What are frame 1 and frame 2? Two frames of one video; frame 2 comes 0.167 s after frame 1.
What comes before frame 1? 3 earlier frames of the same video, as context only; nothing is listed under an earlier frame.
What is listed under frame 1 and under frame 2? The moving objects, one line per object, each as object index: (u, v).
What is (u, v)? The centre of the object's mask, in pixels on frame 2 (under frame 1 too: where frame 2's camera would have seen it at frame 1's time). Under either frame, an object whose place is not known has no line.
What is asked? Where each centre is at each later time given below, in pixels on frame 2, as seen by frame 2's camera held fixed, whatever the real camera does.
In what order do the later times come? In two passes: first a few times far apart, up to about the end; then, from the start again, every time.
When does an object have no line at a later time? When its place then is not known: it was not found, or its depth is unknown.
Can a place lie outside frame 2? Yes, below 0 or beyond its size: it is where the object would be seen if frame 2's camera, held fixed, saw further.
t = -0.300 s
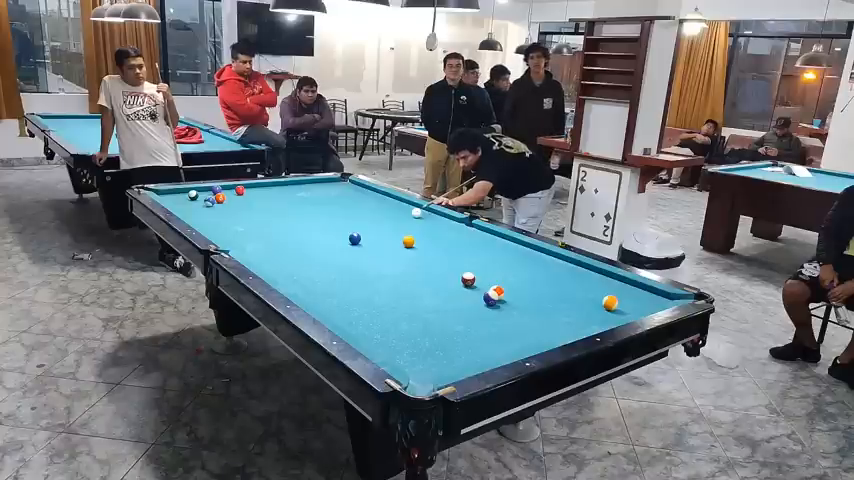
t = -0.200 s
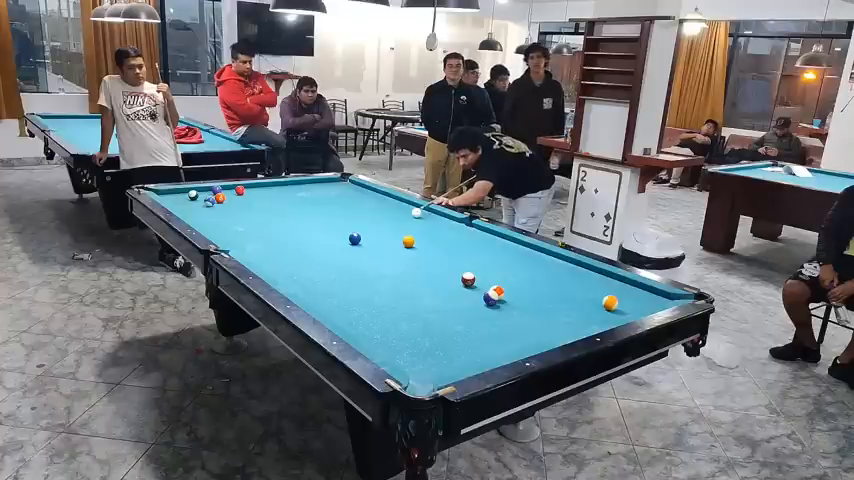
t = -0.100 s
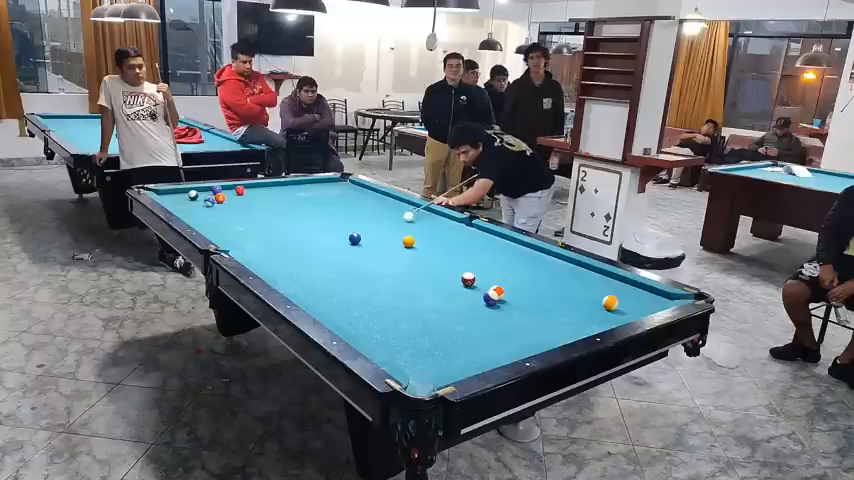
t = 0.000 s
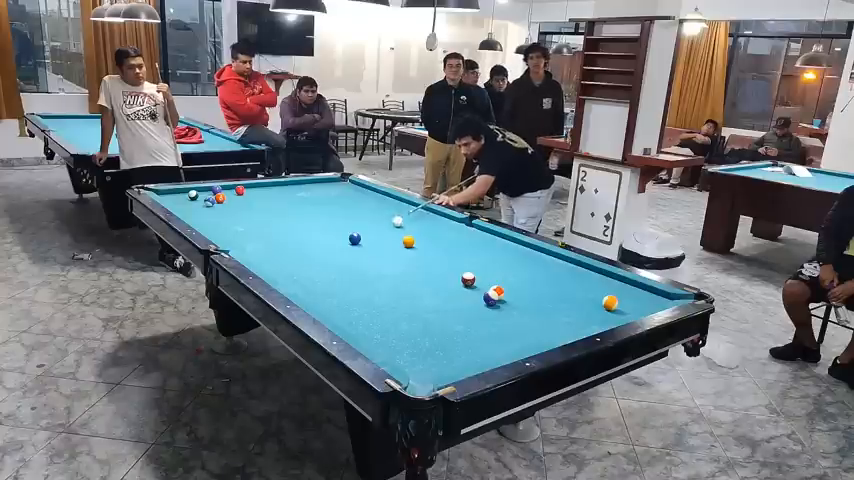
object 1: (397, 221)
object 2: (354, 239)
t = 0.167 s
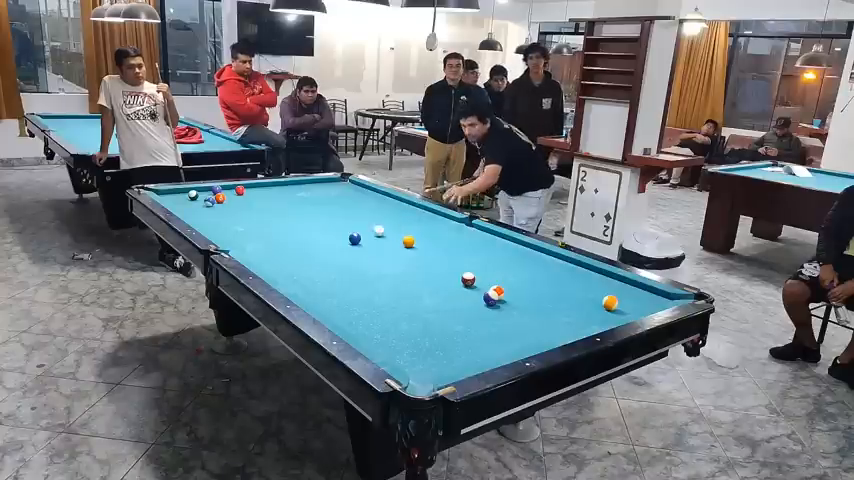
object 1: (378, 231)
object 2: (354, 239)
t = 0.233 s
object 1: (371, 235)
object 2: (354, 239)
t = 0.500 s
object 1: (371, 247)
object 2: (320, 243)
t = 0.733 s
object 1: (376, 258)
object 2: (288, 248)
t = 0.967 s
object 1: (381, 270)
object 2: (254, 253)
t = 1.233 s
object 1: (388, 284)
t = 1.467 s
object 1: (394, 298)
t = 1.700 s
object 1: (401, 313)
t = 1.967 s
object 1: (410, 332)
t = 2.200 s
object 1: (418, 350)
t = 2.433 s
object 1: (427, 370)
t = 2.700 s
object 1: (422, 373)
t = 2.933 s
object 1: (433, 364)
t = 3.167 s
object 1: (442, 356)
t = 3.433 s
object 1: (451, 348)
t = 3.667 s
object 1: (458, 342)
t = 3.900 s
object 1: (464, 337)
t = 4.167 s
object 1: (471, 332)
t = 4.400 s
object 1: (476, 328)
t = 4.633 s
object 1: (479, 326)
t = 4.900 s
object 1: (483, 323)
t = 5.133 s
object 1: (486, 321)
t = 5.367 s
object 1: (487, 320)
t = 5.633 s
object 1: (489, 319)
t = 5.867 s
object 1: (490, 319)
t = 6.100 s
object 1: (490, 319)
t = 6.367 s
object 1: (489, 319)
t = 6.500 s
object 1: (489, 319)
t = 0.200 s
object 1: (374, 233)
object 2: (354, 239)
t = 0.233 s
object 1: (371, 235)
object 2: (354, 239)
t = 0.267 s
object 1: (366, 237)
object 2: (354, 239)
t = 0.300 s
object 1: (367, 238)
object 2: (349, 239)
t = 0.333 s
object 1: (368, 240)
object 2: (344, 240)
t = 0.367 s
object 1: (369, 241)
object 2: (339, 241)
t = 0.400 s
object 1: (369, 242)
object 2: (334, 241)
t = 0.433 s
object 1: (370, 244)
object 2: (330, 242)
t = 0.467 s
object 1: (371, 245)
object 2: (325, 243)
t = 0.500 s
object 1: (371, 247)
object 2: (320, 243)
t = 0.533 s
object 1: (372, 248)
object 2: (316, 244)
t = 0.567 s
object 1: (373, 250)
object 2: (311, 245)
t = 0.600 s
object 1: (373, 251)
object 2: (307, 246)
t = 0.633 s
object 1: (374, 253)
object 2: (302, 246)
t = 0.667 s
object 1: (375, 254)
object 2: (297, 247)
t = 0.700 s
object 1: (376, 256)
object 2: (292, 248)
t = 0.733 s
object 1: (376, 258)
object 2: (288, 248)
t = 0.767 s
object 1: (377, 260)
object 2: (283, 249)
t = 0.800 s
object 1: (378, 261)
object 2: (278, 250)
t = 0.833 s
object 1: (378, 263)
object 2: (273, 250)
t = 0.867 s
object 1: (379, 265)
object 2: (268, 251)
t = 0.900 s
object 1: (380, 266)
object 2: (264, 252)
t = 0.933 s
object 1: (380, 268)
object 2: (259, 252)
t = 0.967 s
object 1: (381, 270)
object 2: (254, 253)
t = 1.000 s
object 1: (382, 272)
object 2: (249, 253)
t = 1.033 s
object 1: (383, 273)
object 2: (245, 252)
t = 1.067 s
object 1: (384, 275)
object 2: (240, 252)
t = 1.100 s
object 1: (384, 277)
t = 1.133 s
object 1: (385, 279)
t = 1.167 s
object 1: (386, 280)
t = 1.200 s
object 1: (387, 282)
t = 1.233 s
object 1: (388, 284)
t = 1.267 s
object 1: (389, 286)
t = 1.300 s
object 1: (390, 288)
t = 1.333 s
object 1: (391, 290)
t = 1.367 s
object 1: (392, 292)
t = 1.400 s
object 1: (392, 294)
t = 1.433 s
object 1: (393, 296)
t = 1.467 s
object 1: (394, 298)
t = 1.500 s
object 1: (395, 300)
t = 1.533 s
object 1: (396, 303)
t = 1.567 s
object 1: (397, 305)
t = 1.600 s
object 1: (398, 307)
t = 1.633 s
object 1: (399, 309)
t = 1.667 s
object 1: (400, 311)
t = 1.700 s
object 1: (401, 313)
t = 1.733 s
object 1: (402, 316)
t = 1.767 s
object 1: (403, 318)
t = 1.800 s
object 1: (404, 320)
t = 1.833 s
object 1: (405, 322)
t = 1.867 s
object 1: (406, 325)
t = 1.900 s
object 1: (407, 327)
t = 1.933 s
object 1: (408, 330)
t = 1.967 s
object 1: (410, 332)
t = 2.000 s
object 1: (411, 335)
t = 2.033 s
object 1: (412, 337)
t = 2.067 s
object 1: (413, 340)
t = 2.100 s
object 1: (415, 343)
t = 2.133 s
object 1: (416, 345)
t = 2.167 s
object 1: (417, 348)
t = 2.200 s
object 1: (418, 350)
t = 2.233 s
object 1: (419, 353)
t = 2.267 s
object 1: (420, 356)
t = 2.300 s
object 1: (421, 359)
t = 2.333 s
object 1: (423, 361)
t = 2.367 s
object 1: (424, 364)
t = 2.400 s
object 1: (426, 367)
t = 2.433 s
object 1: (427, 370)
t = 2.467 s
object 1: (428, 373)
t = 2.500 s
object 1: (428, 376)
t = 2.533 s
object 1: (426, 377)
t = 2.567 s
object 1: (423, 377)
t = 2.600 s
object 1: (419, 377)
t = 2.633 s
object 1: (419, 376)
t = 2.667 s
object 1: (420, 375)
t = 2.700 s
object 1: (422, 373)
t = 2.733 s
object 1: (423, 372)
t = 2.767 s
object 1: (425, 370)
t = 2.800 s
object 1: (427, 369)
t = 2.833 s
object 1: (428, 368)
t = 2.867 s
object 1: (429, 367)
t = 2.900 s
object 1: (431, 365)
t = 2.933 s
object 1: (433, 364)
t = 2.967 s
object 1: (434, 363)
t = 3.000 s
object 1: (436, 362)
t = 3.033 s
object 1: (437, 360)
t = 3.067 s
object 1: (438, 359)
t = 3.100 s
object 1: (439, 358)
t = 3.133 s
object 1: (441, 357)
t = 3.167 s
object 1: (442, 356)
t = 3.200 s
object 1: (443, 355)
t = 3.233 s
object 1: (444, 354)
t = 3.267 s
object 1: (445, 353)
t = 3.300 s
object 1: (447, 352)
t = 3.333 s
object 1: (448, 351)
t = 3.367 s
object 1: (449, 350)
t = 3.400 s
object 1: (450, 349)
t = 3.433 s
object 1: (451, 348)
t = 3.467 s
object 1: (452, 347)
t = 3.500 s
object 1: (453, 346)
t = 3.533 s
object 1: (454, 345)
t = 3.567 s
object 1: (455, 344)
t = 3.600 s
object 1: (456, 343)
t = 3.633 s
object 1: (457, 343)
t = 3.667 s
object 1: (458, 342)
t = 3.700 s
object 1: (459, 341)
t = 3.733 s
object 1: (459, 340)
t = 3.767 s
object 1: (461, 340)
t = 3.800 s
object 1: (461, 339)
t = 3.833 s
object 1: (462, 338)
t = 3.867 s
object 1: (463, 338)
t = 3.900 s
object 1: (464, 337)
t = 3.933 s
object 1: (465, 337)
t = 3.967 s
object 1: (466, 336)
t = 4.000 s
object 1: (467, 335)
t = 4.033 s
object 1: (467, 334)
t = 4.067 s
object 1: (468, 334)
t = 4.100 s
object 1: (469, 333)
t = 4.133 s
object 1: (470, 333)
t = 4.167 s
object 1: (471, 332)
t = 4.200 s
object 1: (471, 332)
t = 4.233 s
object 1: (472, 331)
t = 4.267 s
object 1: (473, 331)
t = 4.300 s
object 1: (474, 330)
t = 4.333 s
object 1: (474, 329)
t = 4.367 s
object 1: (475, 329)
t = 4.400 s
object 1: (476, 328)
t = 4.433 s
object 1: (476, 328)
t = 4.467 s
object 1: (477, 328)
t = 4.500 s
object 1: (478, 327)
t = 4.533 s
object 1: (478, 327)
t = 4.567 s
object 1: (478, 327)
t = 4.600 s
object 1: (479, 326)
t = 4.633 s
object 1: (479, 326)
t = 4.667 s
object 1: (480, 325)
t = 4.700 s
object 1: (480, 325)
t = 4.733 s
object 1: (481, 325)
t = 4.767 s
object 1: (482, 324)
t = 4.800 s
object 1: (482, 324)
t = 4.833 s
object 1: (482, 323)
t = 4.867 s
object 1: (483, 323)
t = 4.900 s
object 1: (483, 323)
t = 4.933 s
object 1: (483, 323)
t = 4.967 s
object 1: (484, 322)
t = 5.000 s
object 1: (484, 322)
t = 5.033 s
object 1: (485, 322)
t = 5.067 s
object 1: (485, 322)
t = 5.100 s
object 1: (485, 322)
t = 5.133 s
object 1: (486, 321)
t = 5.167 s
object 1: (486, 321)
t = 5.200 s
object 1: (486, 321)
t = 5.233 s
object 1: (486, 320)
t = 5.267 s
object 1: (487, 321)
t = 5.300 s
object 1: (487, 320)
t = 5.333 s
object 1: (487, 320)
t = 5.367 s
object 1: (487, 320)
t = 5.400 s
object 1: (488, 320)
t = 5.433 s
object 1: (488, 320)
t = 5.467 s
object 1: (488, 320)
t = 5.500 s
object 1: (489, 320)
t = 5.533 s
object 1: (489, 319)
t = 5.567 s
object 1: (489, 320)
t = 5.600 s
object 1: (489, 319)
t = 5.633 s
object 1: (489, 319)
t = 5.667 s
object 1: (490, 319)
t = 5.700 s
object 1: (490, 319)
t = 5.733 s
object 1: (490, 319)
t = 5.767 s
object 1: (490, 319)
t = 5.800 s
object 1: (490, 319)
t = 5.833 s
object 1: (490, 319)
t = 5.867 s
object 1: (490, 319)
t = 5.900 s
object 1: (490, 319)
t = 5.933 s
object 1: (490, 319)
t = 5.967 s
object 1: (490, 319)
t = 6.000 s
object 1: (490, 319)
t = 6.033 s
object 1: (490, 319)
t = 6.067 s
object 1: (490, 319)
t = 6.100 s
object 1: (490, 319)
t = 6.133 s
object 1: (490, 319)
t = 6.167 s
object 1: (490, 319)
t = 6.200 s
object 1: (490, 319)
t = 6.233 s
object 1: (489, 319)
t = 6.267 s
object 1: (490, 319)
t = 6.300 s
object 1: (489, 319)
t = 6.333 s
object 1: (489, 319)
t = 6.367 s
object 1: (489, 319)
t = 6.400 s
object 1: (489, 319)
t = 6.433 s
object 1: (489, 319)
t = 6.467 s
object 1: (489, 319)
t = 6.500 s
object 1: (489, 319)
